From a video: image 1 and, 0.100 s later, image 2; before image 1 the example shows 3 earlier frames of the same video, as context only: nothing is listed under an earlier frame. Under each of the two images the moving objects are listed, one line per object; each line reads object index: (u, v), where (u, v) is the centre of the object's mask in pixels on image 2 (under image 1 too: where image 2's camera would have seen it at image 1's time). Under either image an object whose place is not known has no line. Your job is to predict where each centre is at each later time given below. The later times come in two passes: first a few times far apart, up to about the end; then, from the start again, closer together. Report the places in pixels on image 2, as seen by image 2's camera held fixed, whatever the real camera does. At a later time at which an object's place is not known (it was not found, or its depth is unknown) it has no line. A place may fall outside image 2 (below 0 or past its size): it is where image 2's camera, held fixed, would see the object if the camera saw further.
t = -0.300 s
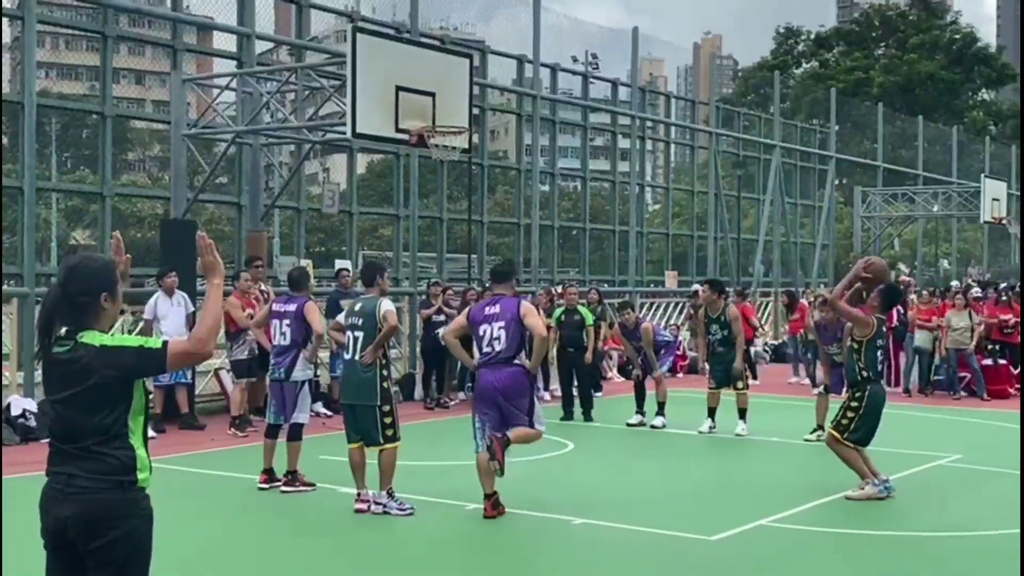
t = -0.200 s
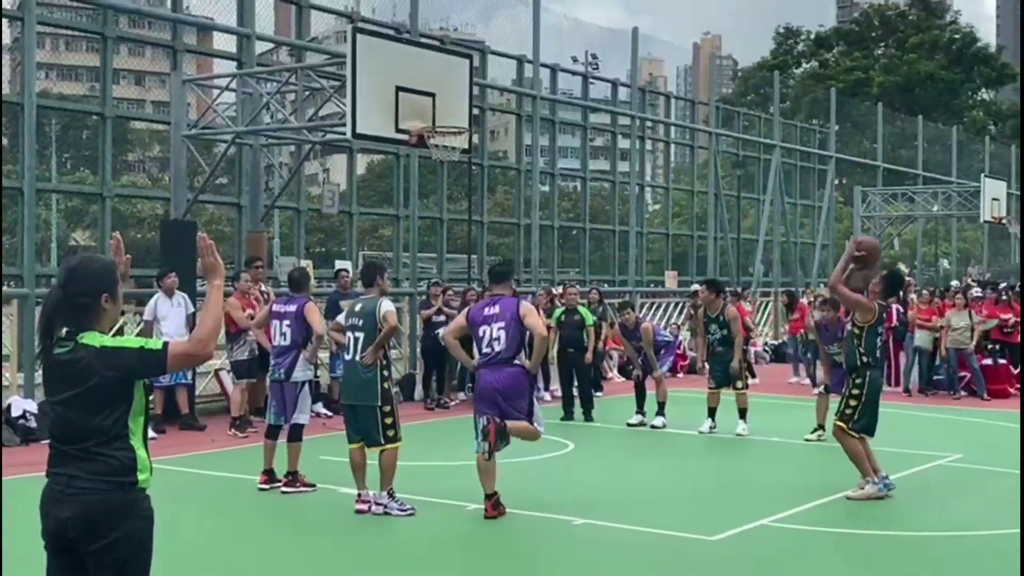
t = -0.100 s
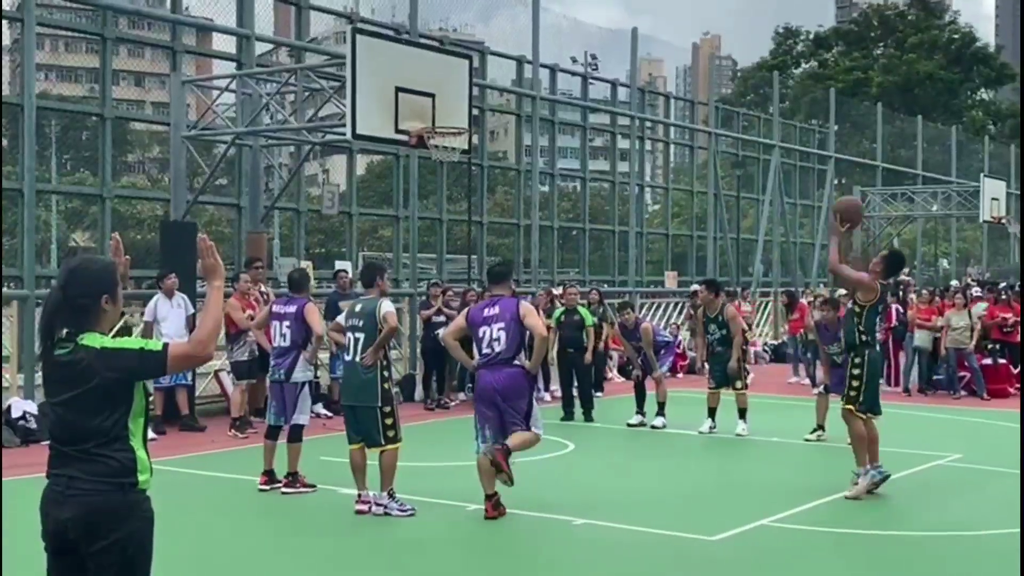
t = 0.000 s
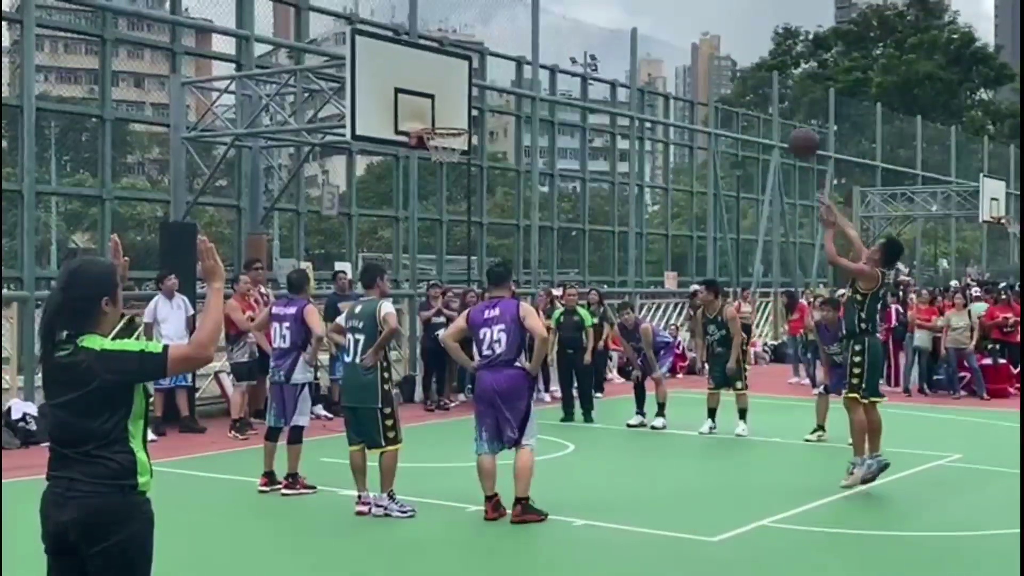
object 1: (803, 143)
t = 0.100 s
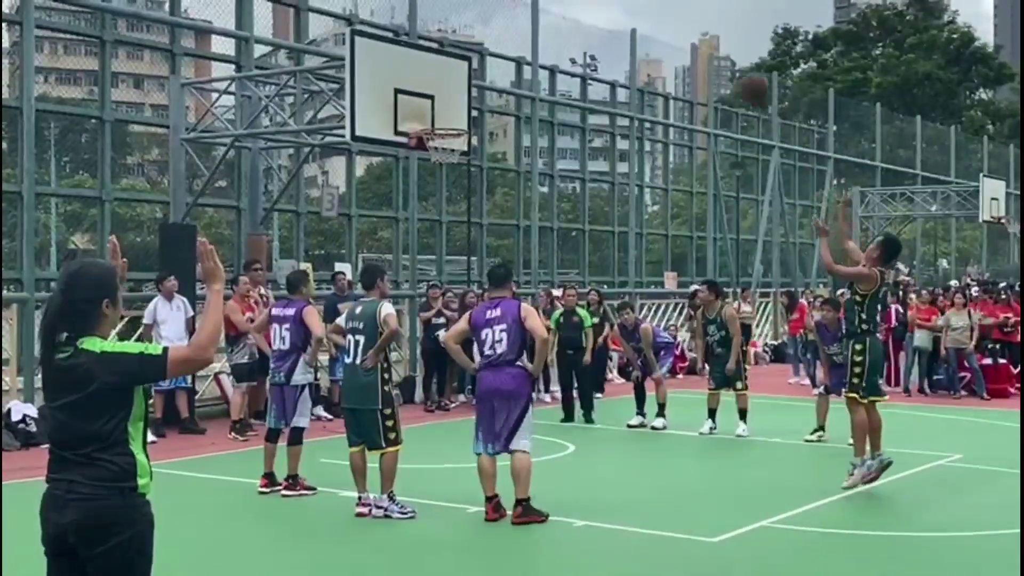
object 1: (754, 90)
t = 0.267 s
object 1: (678, 28)
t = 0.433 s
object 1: (608, 7)
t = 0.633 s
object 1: (532, 20)
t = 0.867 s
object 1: (453, 86)
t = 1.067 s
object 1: (429, 79)
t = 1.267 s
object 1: (437, 29)
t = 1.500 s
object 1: (446, 19)
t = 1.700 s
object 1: (452, 51)
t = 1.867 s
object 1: (458, 109)
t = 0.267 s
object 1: (678, 28)
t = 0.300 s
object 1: (663, 21)
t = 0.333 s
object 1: (649, 15)
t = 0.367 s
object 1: (635, 11)
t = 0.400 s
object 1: (622, 9)
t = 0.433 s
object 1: (608, 7)
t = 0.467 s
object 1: (595, 7)
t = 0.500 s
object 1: (582, 7)
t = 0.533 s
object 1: (569, 8)
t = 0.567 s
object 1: (557, 10)
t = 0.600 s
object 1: (544, 15)
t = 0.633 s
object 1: (532, 20)
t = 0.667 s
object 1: (520, 26)
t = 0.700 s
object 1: (509, 34)
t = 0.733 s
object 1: (497, 42)
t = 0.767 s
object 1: (486, 52)
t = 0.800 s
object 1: (476, 62)
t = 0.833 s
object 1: (463, 74)
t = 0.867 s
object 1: (453, 86)
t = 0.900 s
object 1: (443, 99)
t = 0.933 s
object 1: (432, 113)
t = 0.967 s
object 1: (425, 120)
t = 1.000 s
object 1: (427, 106)
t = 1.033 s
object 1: (428, 92)
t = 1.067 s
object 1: (429, 79)
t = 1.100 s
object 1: (431, 68)
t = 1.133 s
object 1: (432, 58)
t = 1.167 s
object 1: (433, 50)
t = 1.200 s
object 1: (435, 41)
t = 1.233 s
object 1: (437, 34)
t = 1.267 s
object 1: (437, 29)
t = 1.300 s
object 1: (439, 24)
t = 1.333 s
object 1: (440, 20)
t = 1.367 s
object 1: (441, 18)
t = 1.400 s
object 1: (443, 16)
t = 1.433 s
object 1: (444, 16)
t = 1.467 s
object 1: (445, 16)
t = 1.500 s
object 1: (446, 19)
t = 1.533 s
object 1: (447, 22)
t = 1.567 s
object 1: (449, 25)
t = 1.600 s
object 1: (450, 30)
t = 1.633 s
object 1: (450, 36)
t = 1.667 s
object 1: (451, 44)
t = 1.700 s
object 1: (452, 51)
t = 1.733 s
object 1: (454, 62)
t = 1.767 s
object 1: (455, 72)
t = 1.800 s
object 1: (456, 83)
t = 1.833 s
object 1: (457, 95)
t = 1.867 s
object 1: (458, 109)
